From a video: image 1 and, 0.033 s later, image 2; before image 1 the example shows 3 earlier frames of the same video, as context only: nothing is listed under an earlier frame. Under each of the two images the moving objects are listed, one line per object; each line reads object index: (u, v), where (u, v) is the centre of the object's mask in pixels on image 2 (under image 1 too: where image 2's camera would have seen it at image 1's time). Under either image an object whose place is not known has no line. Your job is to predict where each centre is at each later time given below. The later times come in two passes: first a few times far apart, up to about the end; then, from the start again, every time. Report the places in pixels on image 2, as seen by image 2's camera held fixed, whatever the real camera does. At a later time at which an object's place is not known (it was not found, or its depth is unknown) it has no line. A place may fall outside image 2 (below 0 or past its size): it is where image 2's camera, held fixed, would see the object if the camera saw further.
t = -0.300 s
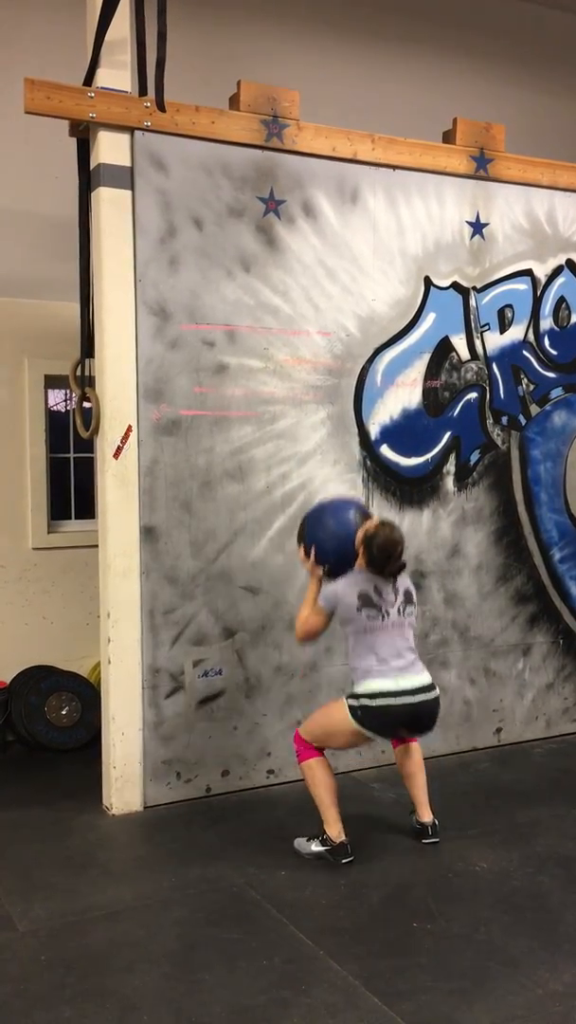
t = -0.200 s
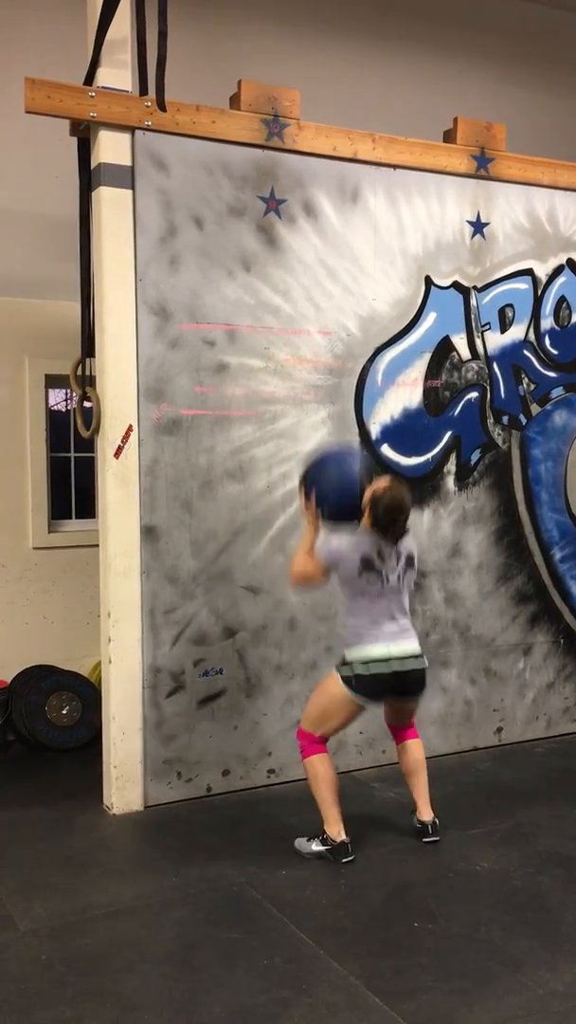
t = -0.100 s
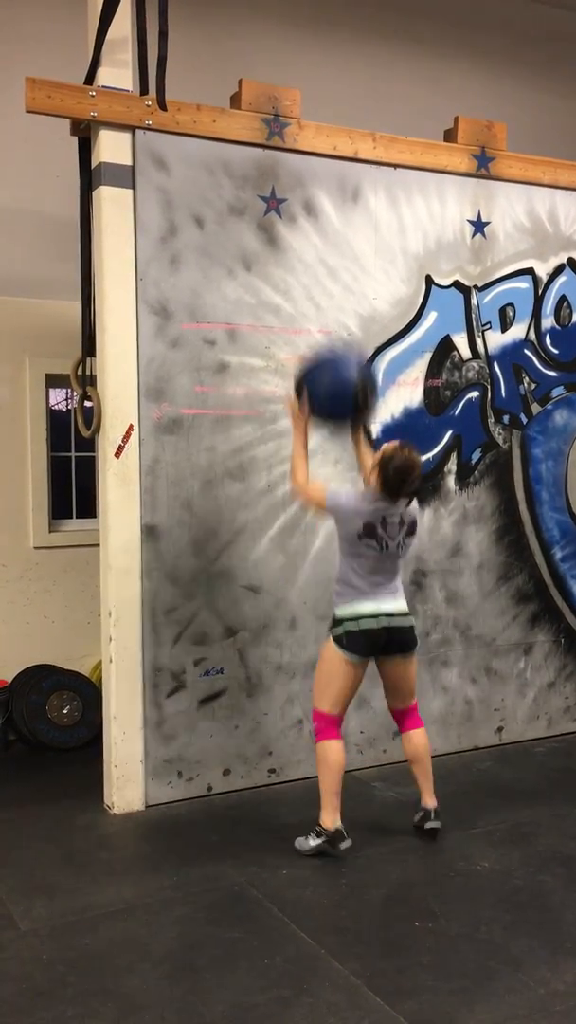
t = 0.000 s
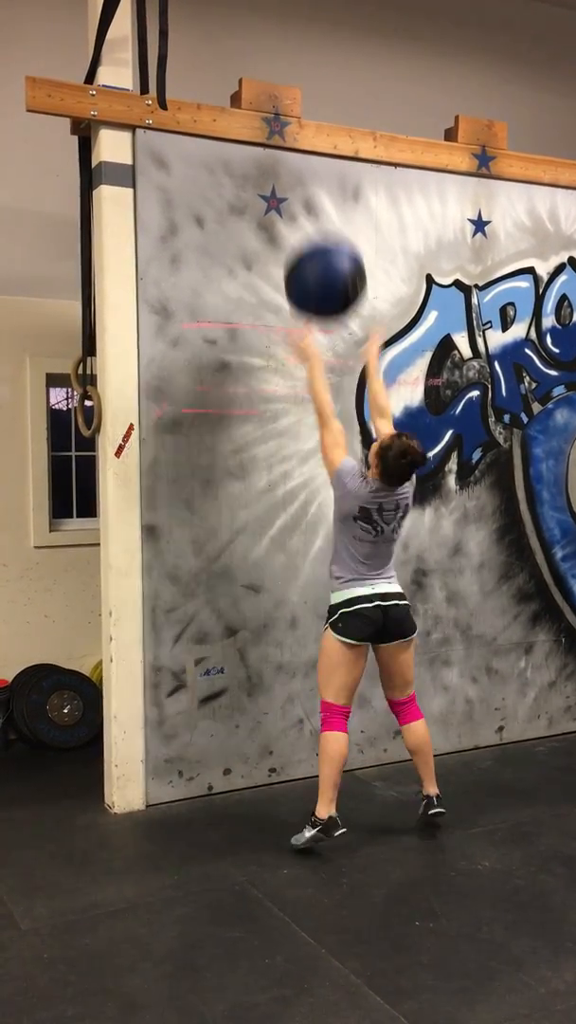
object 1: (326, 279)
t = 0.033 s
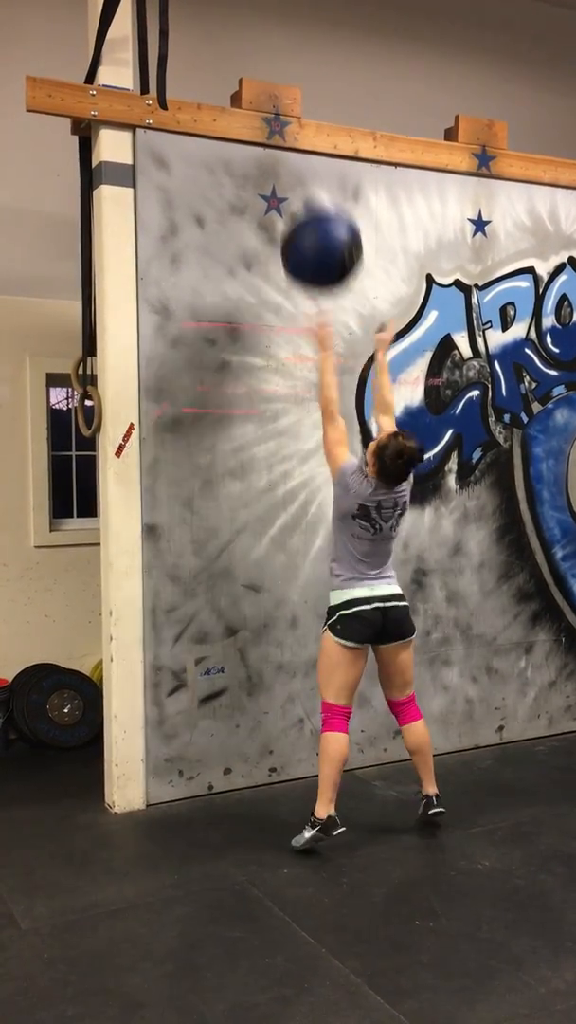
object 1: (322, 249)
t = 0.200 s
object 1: (304, 138)
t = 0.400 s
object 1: (291, 94)
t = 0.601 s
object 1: (303, 127)
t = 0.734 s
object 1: (312, 202)
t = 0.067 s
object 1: (318, 219)
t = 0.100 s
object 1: (314, 196)
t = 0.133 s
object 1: (310, 174)
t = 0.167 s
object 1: (307, 154)
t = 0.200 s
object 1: (304, 138)
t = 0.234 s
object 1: (300, 123)
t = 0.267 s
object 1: (296, 112)
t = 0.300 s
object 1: (293, 104)
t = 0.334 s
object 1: (290, 99)
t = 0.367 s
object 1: (289, 96)
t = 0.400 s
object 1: (291, 94)
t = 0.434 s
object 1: (292, 93)
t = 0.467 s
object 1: (294, 95)
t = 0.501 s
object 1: (296, 99)
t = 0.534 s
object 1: (299, 106)
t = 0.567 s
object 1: (301, 114)
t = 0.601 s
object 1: (303, 127)
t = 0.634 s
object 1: (306, 142)
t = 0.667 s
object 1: (308, 160)
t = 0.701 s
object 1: (310, 181)
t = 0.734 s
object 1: (312, 202)
